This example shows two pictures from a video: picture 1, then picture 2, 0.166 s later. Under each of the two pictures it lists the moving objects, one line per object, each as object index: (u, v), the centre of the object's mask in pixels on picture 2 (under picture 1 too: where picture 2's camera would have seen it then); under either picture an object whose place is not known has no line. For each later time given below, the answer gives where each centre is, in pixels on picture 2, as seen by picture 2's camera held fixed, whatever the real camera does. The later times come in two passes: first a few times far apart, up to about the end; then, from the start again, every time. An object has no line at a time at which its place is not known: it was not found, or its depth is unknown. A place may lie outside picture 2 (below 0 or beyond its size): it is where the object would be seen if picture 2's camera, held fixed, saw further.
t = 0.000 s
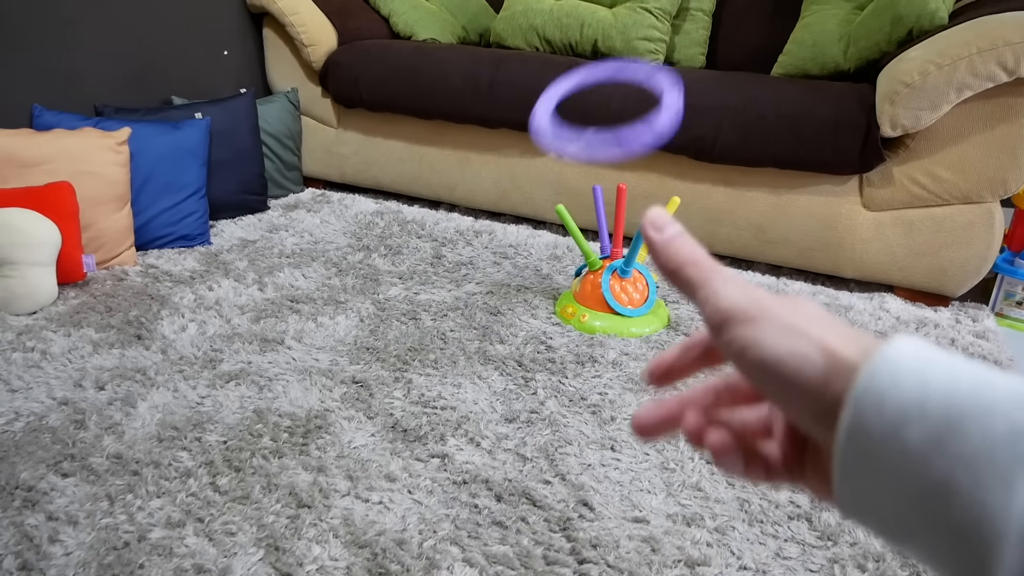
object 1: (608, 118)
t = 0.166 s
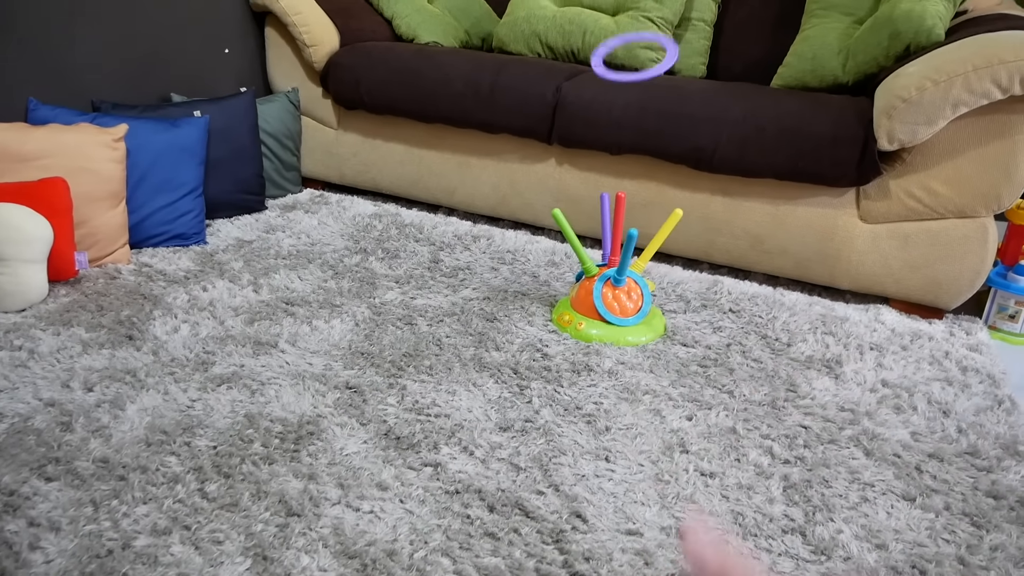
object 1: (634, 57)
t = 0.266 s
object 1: (632, 103)
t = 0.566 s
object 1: (537, 256)
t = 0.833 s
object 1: (414, 276)
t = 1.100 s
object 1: (281, 274)
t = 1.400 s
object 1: (206, 249)
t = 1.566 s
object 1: (219, 234)
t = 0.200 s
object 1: (635, 69)
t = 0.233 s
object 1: (633, 84)
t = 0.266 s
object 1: (632, 103)
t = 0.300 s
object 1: (630, 123)
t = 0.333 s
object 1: (628, 143)
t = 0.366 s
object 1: (626, 165)
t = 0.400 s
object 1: (626, 194)
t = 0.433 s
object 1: (604, 206)
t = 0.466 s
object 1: (594, 238)
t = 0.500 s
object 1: (576, 255)
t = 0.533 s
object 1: (566, 238)
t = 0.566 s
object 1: (537, 256)
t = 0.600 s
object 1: (538, 248)
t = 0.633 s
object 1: (520, 253)
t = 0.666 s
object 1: (503, 264)
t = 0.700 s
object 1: (486, 269)
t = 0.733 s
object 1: (468, 263)
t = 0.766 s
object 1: (450, 262)
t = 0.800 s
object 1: (432, 267)
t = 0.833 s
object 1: (414, 276)
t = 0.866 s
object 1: (395, 278)
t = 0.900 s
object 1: (378, 274)
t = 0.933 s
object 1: (361, 274)
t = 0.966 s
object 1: (343, 277)
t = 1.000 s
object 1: (327, 274)
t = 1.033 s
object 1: (311, 273)
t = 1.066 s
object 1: (296, 273)
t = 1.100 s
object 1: (281, 274)
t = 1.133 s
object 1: (267, 272)
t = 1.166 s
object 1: (255, 267)
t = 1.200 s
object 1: (244, 265)
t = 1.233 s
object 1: (233, 263)
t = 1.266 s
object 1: (225, 261)
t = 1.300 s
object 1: (218, 257)
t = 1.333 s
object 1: (212, 255)
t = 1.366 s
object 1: (208, 253)
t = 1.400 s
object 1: (206, 249)
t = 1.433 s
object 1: (205, 245)
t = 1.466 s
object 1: (205, 244)
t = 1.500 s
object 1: (210, 237)
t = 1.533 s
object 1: (215, 234)
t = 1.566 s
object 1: (219, 234)
